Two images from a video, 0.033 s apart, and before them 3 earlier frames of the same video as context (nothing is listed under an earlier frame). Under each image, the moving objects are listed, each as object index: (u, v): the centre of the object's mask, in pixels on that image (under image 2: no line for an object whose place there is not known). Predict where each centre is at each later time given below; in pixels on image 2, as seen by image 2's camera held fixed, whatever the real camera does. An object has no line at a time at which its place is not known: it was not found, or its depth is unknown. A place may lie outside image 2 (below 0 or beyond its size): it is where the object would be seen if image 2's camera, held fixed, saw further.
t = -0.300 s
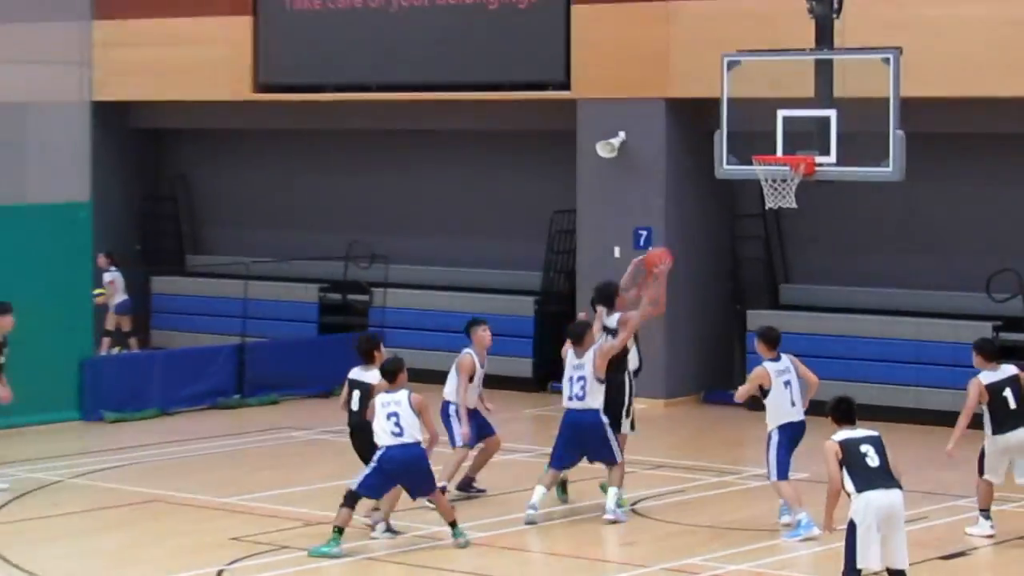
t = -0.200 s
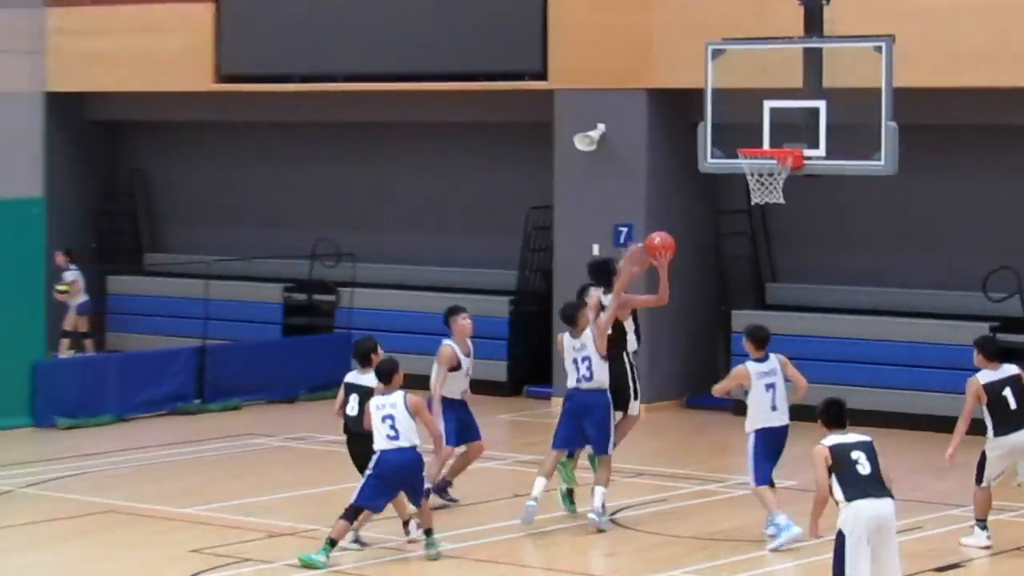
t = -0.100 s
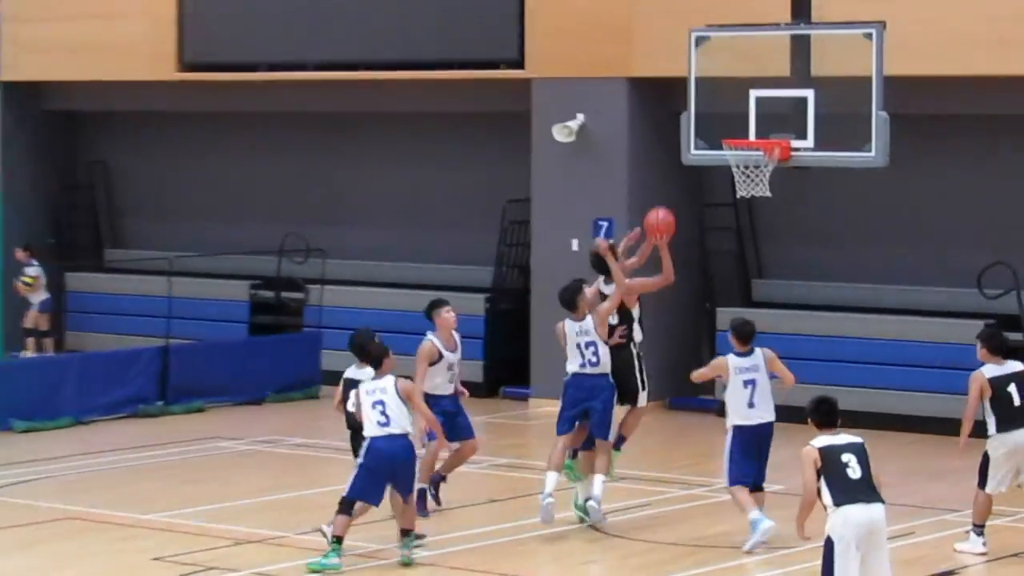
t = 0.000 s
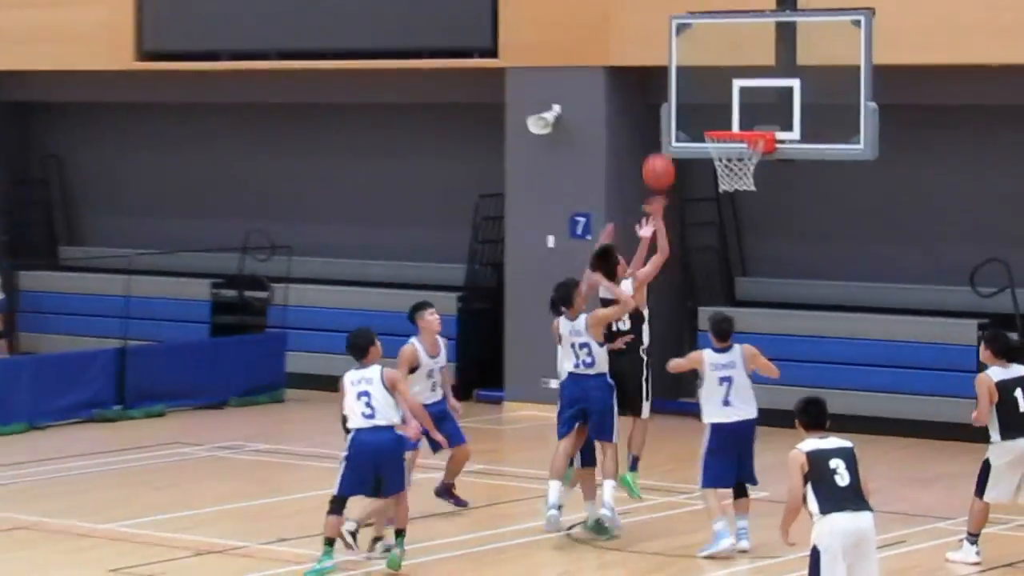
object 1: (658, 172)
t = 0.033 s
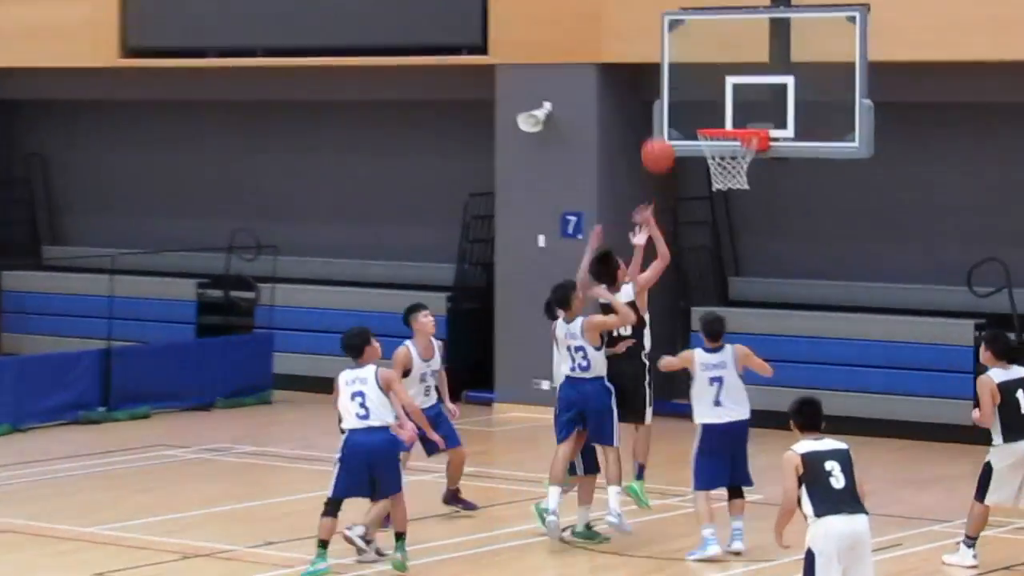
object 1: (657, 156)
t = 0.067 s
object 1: (665, 141)
